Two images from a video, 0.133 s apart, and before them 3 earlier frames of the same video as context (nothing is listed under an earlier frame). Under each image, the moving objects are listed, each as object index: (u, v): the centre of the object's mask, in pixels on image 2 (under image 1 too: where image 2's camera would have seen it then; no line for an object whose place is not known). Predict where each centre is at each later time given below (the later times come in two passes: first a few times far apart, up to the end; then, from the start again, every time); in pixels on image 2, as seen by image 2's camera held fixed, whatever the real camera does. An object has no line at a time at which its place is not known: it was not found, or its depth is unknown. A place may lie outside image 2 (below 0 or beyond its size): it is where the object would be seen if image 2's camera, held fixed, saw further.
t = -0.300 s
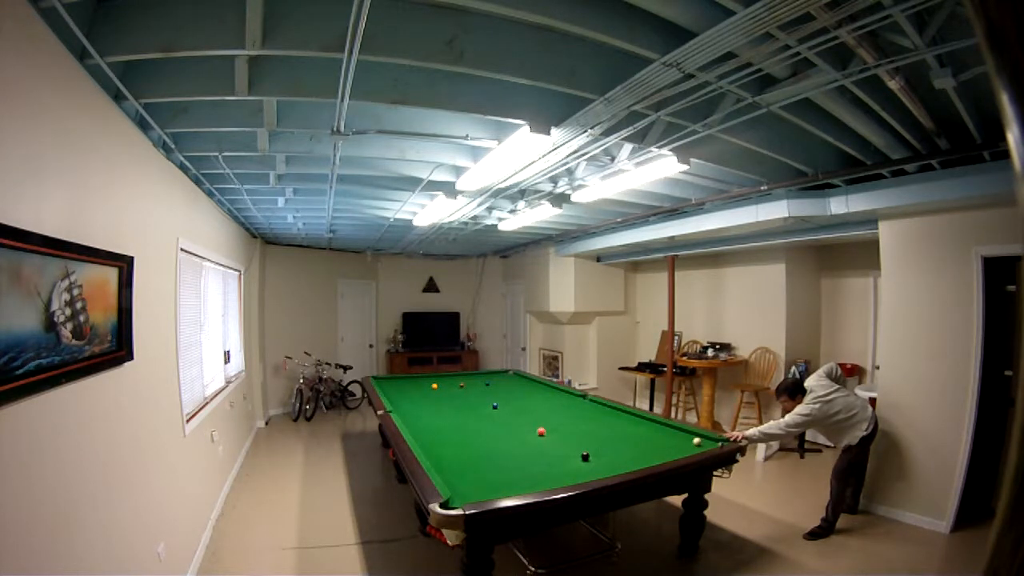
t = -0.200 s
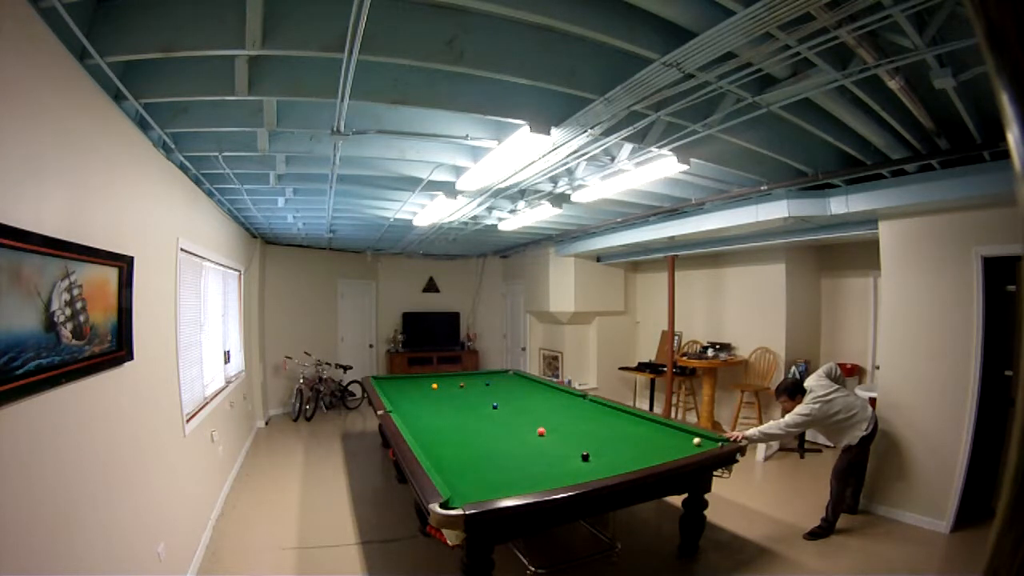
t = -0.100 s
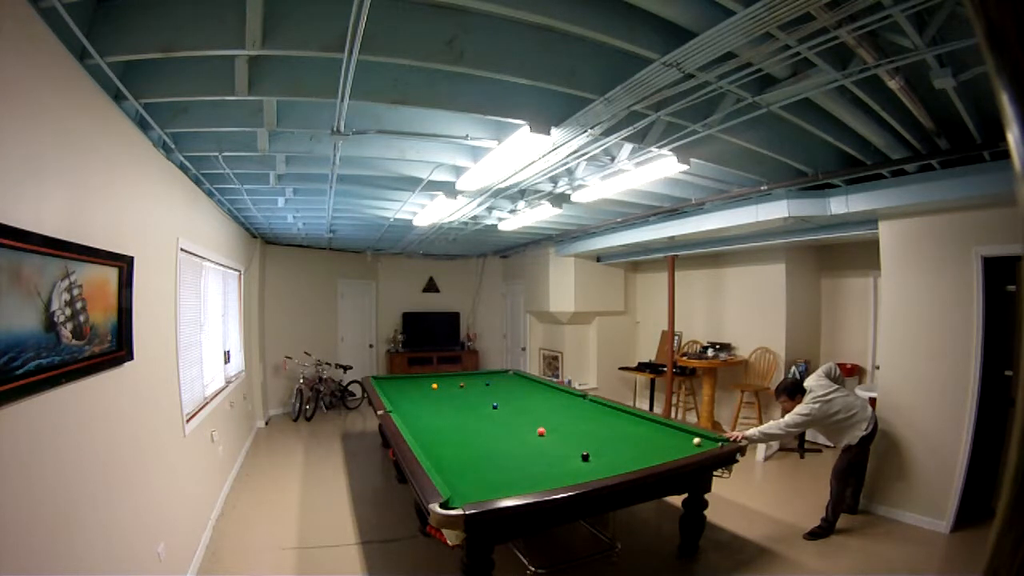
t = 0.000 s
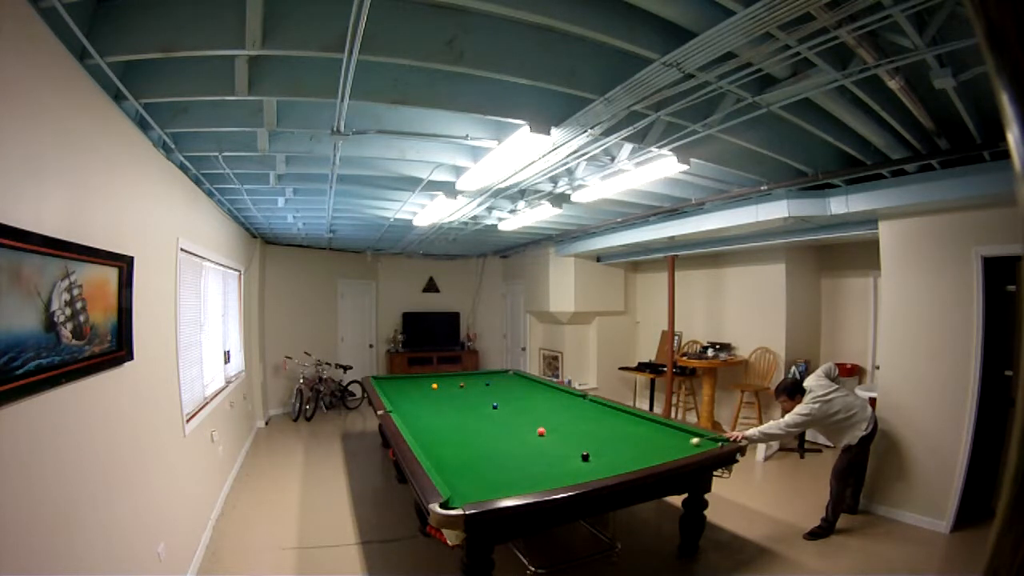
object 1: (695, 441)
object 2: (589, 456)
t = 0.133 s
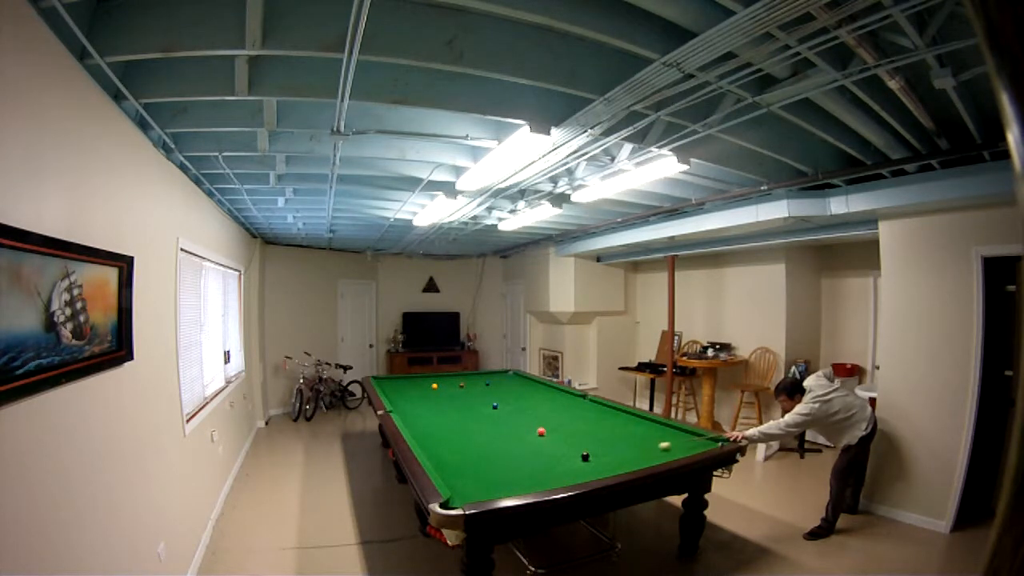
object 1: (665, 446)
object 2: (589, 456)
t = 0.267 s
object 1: (632, 450)
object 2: (589, 456)
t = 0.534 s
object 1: (579, 452)
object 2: (568, 462)
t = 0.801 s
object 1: (545, 447)
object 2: (530, 472)
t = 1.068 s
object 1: (514, 443)
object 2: (492, 482)
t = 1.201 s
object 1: (500, 441)
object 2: (472, 487)
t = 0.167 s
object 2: (589, 456)
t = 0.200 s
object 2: (589, 456)
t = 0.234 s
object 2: (589, 456)
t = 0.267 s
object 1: (632, 450)
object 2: (589, 456)
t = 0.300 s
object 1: (624, 451)
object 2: (589, 456)
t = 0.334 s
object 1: (616, 452)
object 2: (589, 456)
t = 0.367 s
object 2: (589, 456)
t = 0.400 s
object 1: (598, 453)
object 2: (586, 456)
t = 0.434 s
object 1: (590, 453)
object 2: (584, 457)
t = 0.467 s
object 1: (587, 453)
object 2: (578, 459)
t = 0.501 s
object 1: (583, 453)
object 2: (573, 460)
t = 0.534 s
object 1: (579, 452)
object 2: (568, 462)
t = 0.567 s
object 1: (575, 451)
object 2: (562, 464)
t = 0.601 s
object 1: (570, 450)
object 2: (558, 465)
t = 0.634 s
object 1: (566, 450)
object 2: (553, 466)
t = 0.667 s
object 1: (562, 450)
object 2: (549, 467)
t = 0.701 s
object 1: (558, 449)
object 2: (544, 468)
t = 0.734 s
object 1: (554, 449)
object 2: (540, 470)
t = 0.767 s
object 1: (549, 448)
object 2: (535, 471)
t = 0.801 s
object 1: (545, 447)
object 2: (530, 472)
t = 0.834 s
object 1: (541, 447)
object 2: (526, 474)
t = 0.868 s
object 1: (537, 446)
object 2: (521, 475)
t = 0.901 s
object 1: (533, 446)
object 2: (516, 476)
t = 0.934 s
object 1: (530, 446)
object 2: (511, 478)
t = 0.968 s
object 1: (526, 445)
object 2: (506, 479)
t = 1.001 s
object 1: (522, 444)
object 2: (502, 480)
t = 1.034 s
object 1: (518, 444)
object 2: (497, 481)
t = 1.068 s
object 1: (514, 443)
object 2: (492, 482)
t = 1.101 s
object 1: (511, 443)
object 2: (487, 483)
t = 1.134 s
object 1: (507, 442)
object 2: (482, 485)
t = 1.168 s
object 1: (504, 442)
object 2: (477, 486)
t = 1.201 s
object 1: (500, 441)
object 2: (472, 487)
